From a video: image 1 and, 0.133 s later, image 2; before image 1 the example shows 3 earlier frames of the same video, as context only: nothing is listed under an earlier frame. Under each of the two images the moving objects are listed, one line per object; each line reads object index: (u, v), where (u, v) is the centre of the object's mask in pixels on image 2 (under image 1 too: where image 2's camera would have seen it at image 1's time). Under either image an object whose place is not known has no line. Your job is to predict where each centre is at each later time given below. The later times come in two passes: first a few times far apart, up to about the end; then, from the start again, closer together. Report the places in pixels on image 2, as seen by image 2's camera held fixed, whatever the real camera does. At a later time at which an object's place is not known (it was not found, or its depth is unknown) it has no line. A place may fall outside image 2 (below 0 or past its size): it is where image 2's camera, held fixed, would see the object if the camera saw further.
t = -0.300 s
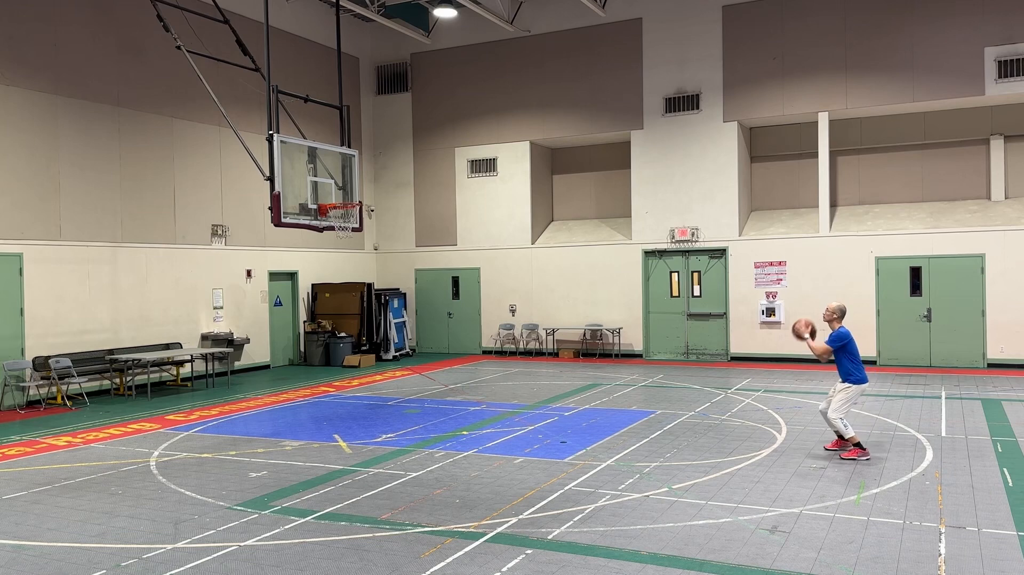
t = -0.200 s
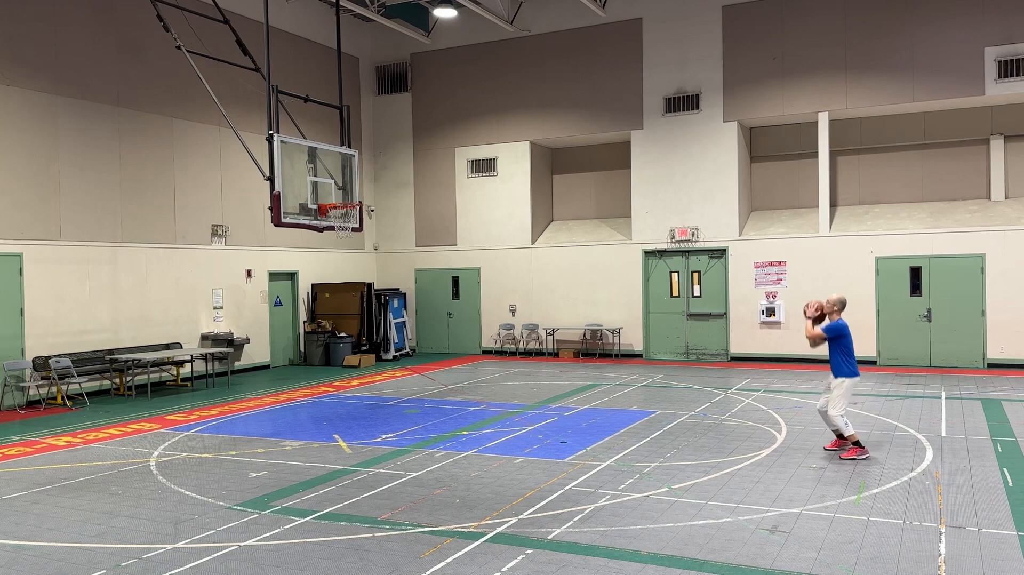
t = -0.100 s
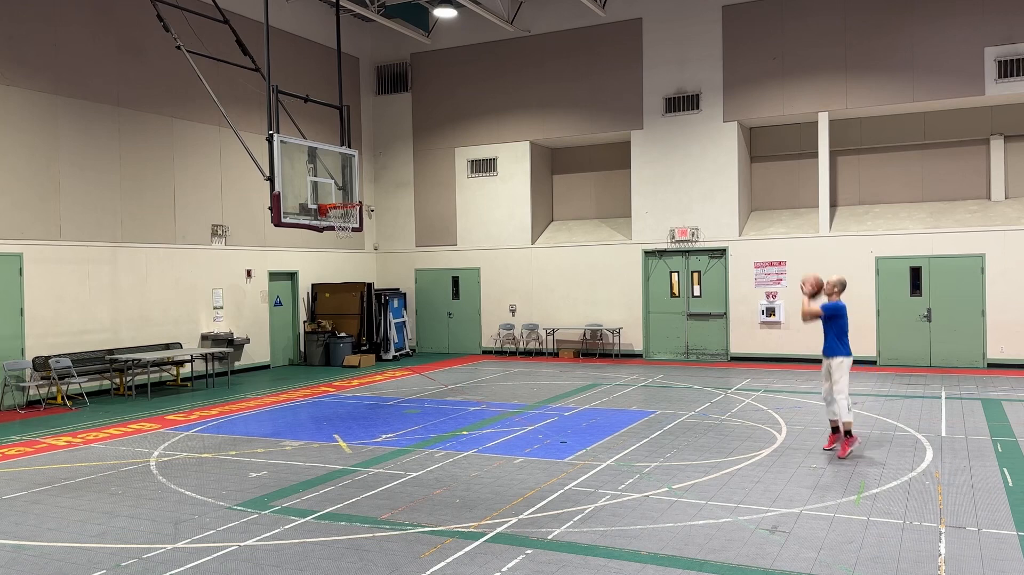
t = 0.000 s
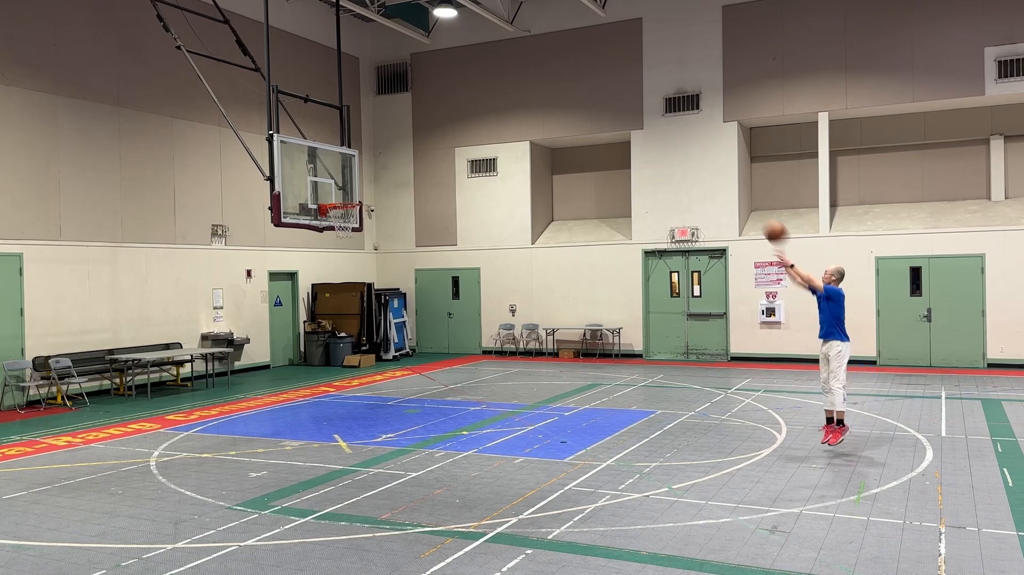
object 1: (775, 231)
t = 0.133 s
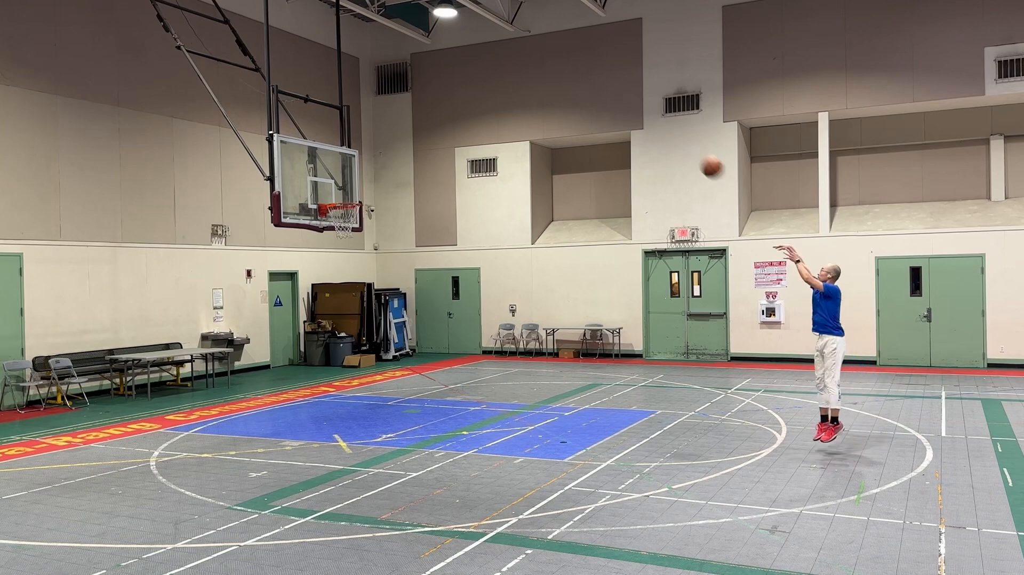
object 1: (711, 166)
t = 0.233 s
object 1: (667, 129)
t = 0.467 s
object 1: (577, 81)
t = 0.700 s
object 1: (497, 78)
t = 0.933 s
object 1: (426, 113)
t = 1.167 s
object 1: (364, 181)
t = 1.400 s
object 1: (361, 179)
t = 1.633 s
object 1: (373, 189)
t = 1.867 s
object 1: (387, 243)
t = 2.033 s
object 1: (399, 311)
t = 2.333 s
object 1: (417, 412)
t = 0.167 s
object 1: (696, 153)
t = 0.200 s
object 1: (682, 141)
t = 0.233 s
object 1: (667, 129)
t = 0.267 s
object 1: (654, 120)
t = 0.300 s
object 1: (640, 111)
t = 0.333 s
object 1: (627, 103)
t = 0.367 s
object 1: (614, 96)
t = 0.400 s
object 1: (602, 90)
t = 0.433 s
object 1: (590, 85)
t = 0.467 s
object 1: (577, 81)
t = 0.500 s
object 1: (565, 78)
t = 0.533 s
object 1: (553, 76)
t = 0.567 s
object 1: (541, 75)
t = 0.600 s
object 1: (530, 74)
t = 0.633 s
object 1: (519, 75)
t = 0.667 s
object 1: (508, 76)
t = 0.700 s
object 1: (497, 78)
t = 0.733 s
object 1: (487, 81)
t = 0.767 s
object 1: (476, 84)
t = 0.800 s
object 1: (465, 88)
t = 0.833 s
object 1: (455, 94)
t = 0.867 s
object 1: (445, 99)
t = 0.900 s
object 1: (436, 106)
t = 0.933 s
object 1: (426, 113)
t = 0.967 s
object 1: (417, 121)
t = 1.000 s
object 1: (407, 129)
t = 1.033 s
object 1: (398, 139)
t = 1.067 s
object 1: (389, 148)
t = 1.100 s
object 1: (381, 159)
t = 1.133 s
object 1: (373, 170)
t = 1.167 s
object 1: (364, 181)
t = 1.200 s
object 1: (355, 193)
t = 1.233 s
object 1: (353, 195)
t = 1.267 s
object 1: (354, 191)
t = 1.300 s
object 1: (356, 187)
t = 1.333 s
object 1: (358, 184)
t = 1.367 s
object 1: (359, 181)
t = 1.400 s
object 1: (361, 179)
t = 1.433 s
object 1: (362, 178)
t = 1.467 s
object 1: (364, 178)
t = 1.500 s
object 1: (365, 179)
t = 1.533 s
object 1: (367, 180)
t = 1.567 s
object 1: (369, 183)
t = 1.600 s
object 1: (371, 185)
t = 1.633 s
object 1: (373, 189)
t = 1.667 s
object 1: (375, 194)
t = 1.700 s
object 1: (376, 200)
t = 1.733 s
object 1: (378, 206)
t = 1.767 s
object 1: (380, 214)
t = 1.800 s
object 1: (382, 223)
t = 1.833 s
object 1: (385, 232)
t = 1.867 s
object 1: (387, 243)
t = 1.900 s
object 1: (389, 255)
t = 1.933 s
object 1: (391, 268)
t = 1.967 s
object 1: (394, 281)
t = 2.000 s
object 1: (397, 296)
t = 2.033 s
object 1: (399, 311)
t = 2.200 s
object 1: (412, 411)
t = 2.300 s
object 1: (417, 427)
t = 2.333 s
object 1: (417, 412)
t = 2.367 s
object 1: (417, 398)
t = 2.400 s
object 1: (418, 360)
